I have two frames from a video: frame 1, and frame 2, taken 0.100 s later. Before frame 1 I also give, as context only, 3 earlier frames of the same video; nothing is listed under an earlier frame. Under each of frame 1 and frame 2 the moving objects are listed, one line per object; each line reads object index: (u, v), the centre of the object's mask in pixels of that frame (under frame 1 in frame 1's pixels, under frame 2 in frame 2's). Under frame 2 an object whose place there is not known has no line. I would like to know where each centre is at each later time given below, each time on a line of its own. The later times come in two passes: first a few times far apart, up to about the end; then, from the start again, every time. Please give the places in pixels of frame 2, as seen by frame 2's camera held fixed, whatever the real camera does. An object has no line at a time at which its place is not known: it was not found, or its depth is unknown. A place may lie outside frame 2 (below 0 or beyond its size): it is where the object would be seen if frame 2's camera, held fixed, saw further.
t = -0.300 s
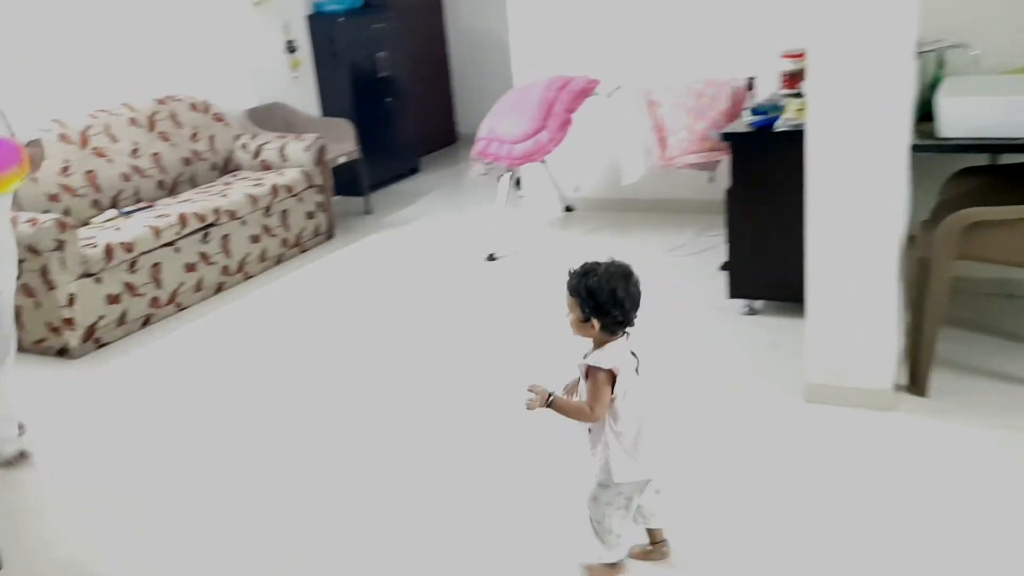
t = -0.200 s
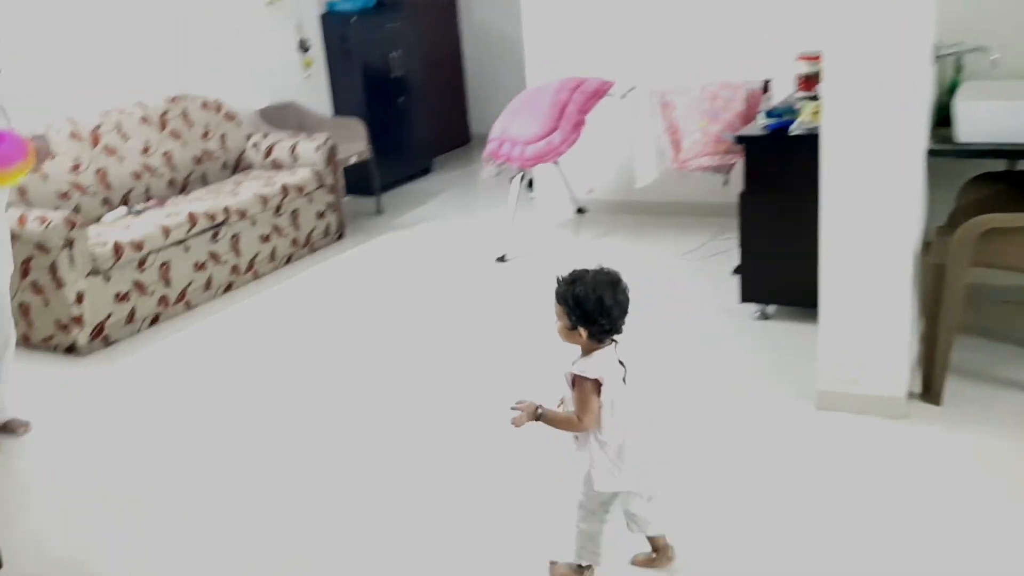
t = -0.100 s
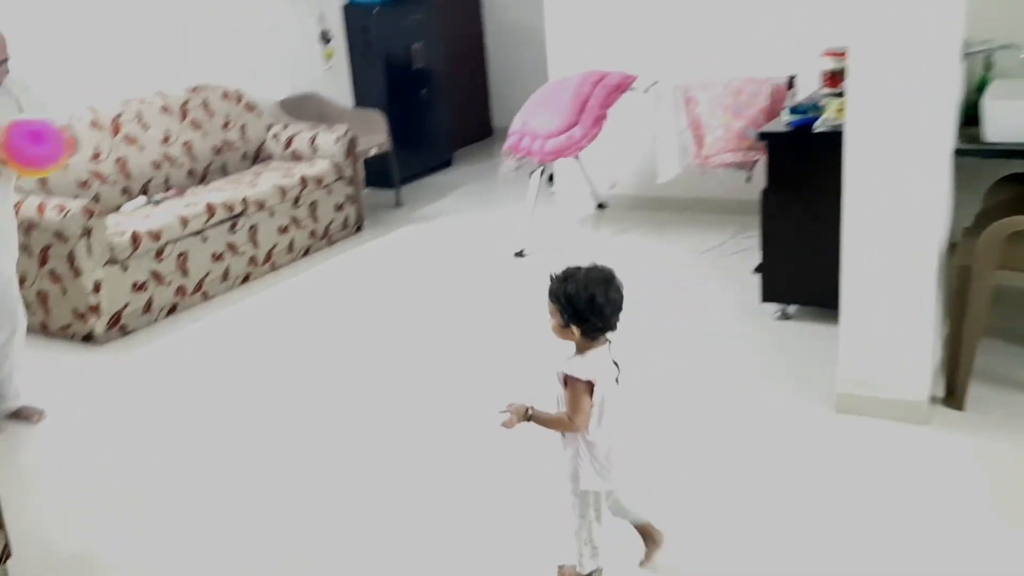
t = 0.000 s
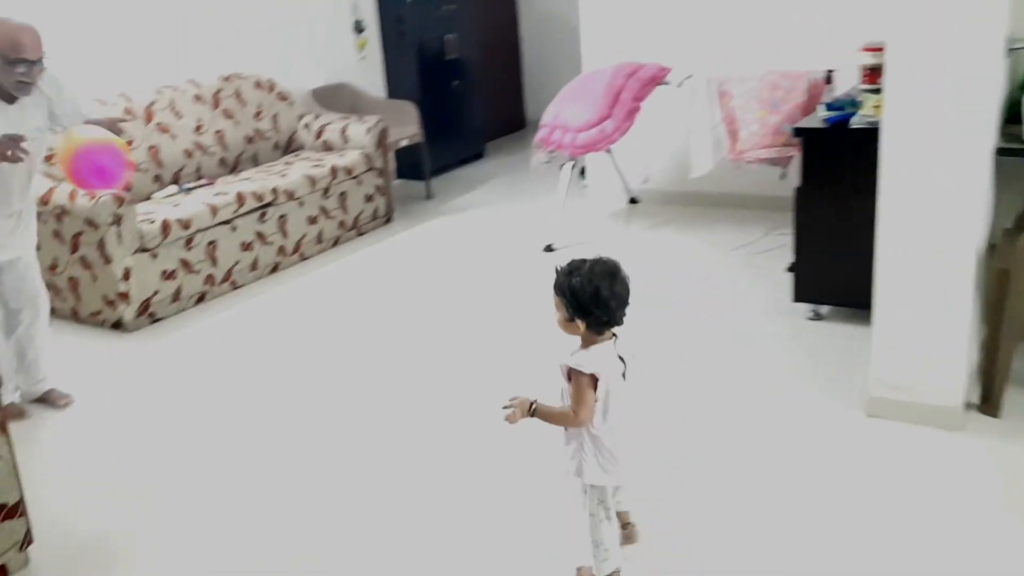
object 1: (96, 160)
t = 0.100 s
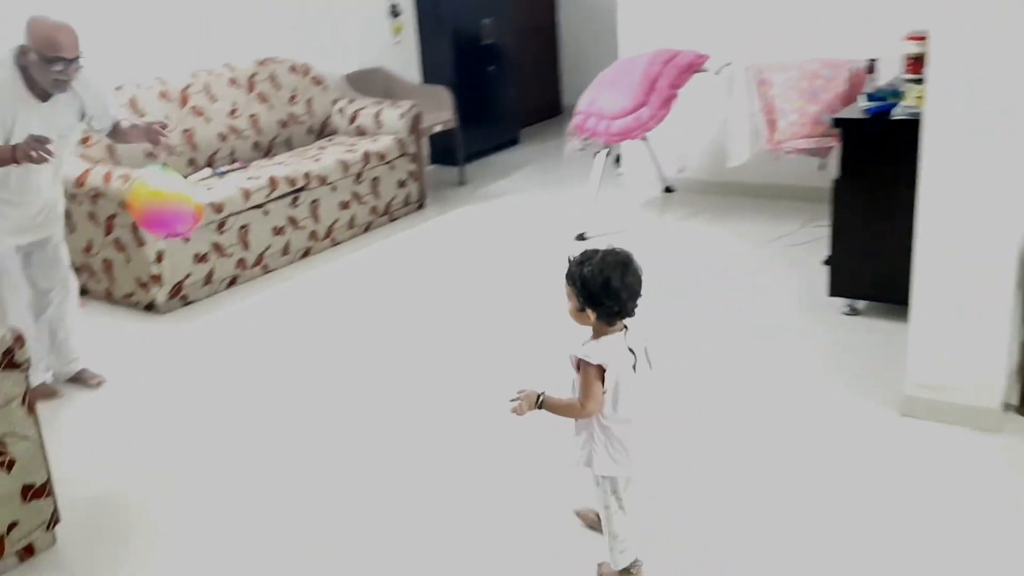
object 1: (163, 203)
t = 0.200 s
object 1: (199, 290)
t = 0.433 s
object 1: (250, 290)
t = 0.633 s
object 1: (279, 201)
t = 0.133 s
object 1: (178, 229)
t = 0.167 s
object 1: (190, 262)
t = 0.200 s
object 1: (199, 290)
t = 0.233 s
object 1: (214, 322)
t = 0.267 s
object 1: (234, 367)
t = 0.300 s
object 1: (251, 407)
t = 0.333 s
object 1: (253, 382)
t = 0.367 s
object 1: (254, 354)
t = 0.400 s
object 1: (248, 318)
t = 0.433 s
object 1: (250, 290)
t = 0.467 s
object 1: (252, 269)
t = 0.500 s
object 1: (256, 250)
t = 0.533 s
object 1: (262, 234)
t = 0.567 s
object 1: (267, 220)
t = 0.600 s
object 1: (273, 210)
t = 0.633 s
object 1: (279, 201)
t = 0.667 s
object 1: (287, 197)
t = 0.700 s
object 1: (295, 197)
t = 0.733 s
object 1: (302, 202)
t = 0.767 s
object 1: (312, 211)
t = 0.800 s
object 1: (320, 214)
